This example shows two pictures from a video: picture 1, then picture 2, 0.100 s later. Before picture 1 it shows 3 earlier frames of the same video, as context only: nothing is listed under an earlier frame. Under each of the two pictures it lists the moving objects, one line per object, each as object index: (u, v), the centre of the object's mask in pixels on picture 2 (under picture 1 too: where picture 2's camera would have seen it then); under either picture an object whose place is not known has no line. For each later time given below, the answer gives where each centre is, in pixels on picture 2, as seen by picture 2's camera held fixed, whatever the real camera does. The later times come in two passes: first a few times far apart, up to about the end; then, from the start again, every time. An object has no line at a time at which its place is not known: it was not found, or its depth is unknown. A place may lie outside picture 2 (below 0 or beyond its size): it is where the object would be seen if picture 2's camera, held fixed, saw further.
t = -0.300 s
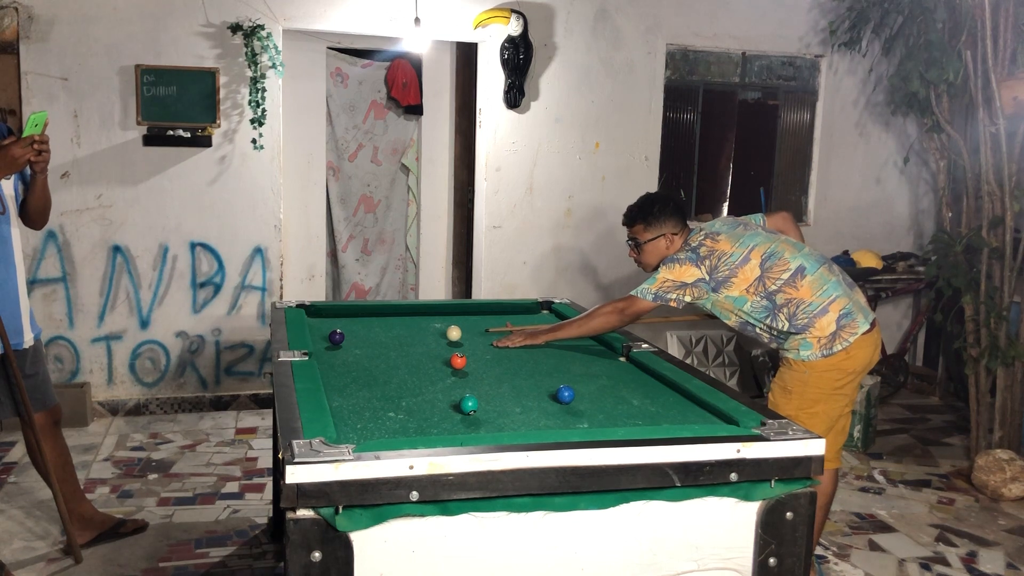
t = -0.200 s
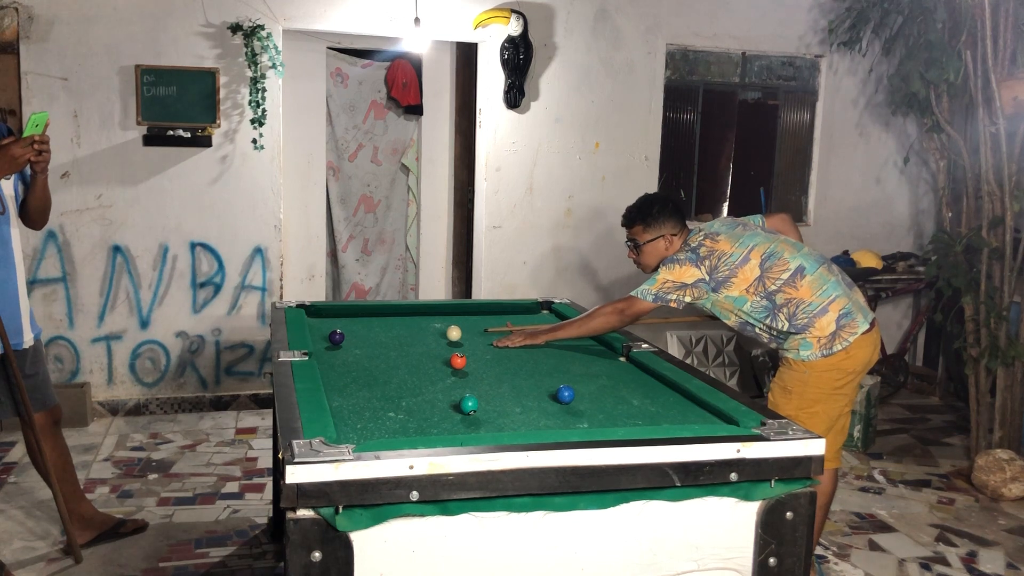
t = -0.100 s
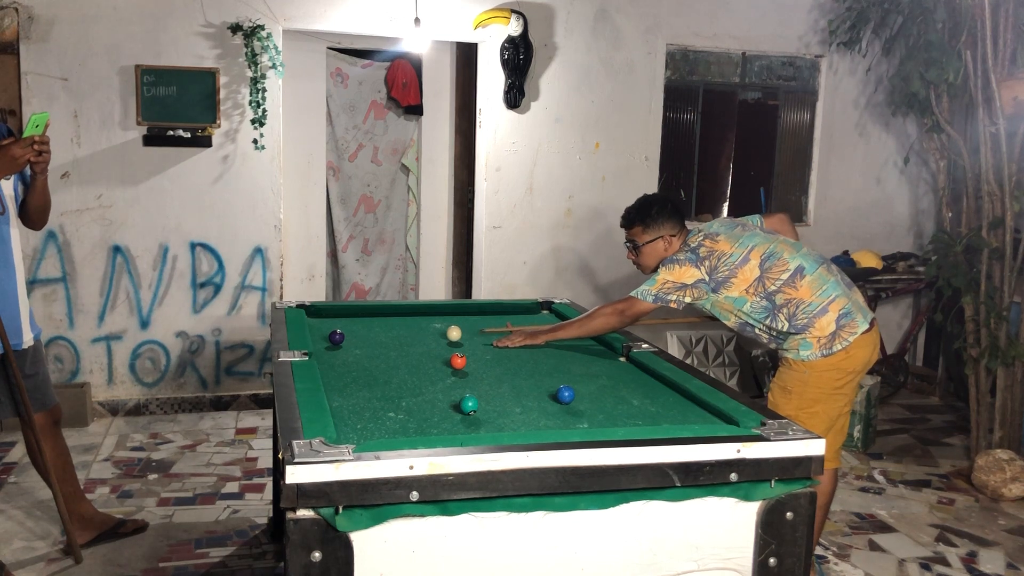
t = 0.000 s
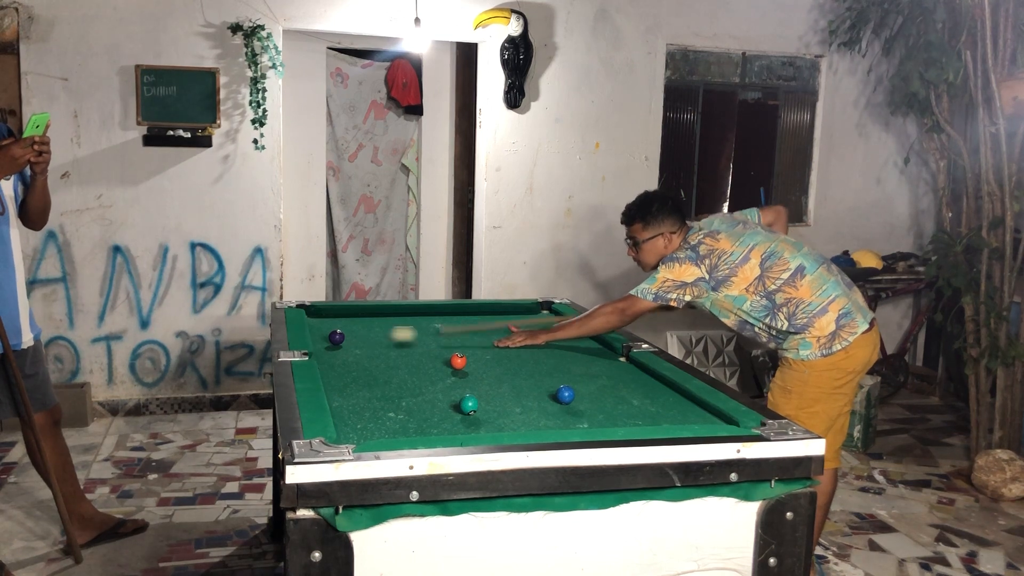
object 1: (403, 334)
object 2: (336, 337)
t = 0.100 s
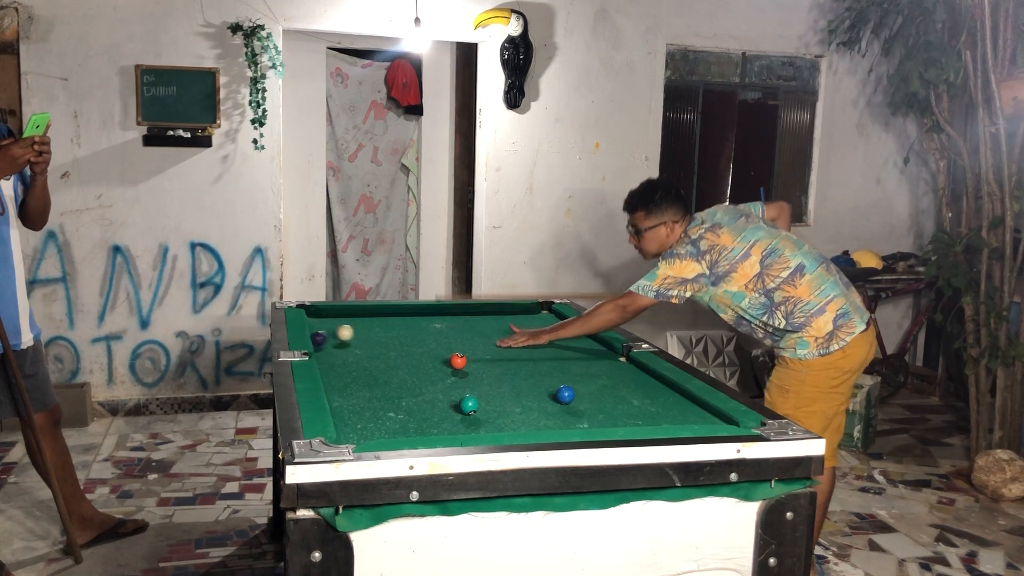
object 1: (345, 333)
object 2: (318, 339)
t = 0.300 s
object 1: (323, 327)
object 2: (383, 341)
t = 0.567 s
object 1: (349, 320)
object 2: (468, 343)
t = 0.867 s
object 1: (375, 313)
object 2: (559, 346)
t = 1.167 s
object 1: (397, 309)
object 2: (603, 352)
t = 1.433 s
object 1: (417, 311)
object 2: (592, 361)
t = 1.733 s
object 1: (439, 314)
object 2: (579, 371)
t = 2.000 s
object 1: (456, 317)
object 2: (565, 379)
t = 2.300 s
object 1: (473, 319)
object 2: (546, 391)
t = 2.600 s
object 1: (487, 322)
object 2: (528, 402)
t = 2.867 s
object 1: (498, 324)
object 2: (508, 411)
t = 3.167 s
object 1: (508, 326)
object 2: (485, 422)
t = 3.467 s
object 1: (515, 329)
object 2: (461, 428)
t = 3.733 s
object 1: (518, 330)
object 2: (439, 432)
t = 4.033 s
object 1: (521, 331)
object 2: (418, 431)
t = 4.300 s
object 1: (522, 332)
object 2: (402, 430)
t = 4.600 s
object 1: (522, 332)
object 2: (386, 429)
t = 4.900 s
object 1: (522, 332)
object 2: (374, 426)
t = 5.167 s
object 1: (522, 332)
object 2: (366, 424)
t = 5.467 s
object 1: (522, 332)
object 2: (360, 423)
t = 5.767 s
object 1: (522, 332)
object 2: (357, 422)
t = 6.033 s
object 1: (522, 332)
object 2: (356, 421)
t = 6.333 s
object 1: (522, 332)
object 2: (356, 422)
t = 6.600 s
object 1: (522, 332)
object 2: (356, 422)
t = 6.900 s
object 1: (522, 332)
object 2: (356, 422)
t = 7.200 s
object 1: (522, 332)
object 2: (356, 422)
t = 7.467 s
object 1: (522, 332)
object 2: (356, 422)
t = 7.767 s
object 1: (522, 332)
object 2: (356, 422)
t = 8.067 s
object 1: (522, 332)
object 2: (356, 422)
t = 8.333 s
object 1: (522, 332)
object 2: (356, 422)
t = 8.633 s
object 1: (522, 332)
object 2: (356, 422)
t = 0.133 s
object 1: (339, 332)
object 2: (326, 339)
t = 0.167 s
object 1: (330, 330)
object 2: (338, 340)
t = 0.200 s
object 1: (323, 330)
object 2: (349, 340)
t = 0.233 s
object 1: (317, 330)
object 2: (361, 341)
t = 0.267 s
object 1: (320, 329)
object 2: (371, 340)
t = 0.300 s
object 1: (323, 327)
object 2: (383, 341)
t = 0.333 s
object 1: (327, 326)
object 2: (394, 341)
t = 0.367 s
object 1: (330, 326)
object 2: (405, 341)
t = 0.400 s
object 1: (334, 325)
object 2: (415, 342)
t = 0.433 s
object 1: (337, 324)
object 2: (425, 342)
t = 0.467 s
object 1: (340, 323)
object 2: (437, 342)
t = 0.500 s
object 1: (343, 322)
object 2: (447, 342)
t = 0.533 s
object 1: (346, 321)
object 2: (457, 343)
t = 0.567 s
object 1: (349, 320)
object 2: (468, 343)
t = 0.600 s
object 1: (352, 319)
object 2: (479, 344)
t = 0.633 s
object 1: (355, 318)
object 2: (489, 344)
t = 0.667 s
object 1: (358, 318)
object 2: (499, 344)
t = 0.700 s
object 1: (361, 317)
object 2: (509, 345)
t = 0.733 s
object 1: (364, 316)
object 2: (519, 345)
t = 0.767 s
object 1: (366, 315)
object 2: (529, 345)
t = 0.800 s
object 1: (369, 315)
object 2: (539, 345)
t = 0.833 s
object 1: (372, 314)
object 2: (550, 346)
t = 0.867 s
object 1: (375, 313)
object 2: (559, 346)
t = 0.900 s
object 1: (377, 312)
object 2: (569, 346)
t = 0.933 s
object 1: (380, 312)
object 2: (579, 347)
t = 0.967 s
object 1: (382, 311)
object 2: (589, 347)
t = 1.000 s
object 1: (385, 310)
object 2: (598, 348)
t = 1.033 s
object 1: (387, 310)
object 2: (607, 348)
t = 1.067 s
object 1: (389, 309)
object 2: (606, 349)
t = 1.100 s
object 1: (391, 309)
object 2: (605, 350)
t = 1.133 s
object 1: (394, 308)
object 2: (604, 351)
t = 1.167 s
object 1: (397, 309)
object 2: (603, 352)
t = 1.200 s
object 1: (399, 309)
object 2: (601, 353)
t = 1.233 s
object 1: (402, 309)
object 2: (600, 354)
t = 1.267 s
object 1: (405, 309)
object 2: (599, 355)
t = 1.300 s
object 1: (407, 310)
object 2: (598, 356)
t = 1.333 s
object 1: (410, 310)
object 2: (596, 357)
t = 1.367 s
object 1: (412, 310)
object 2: (595, 358)
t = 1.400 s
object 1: (415, 311)
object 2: (593, 359)
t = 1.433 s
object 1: (417, 311)
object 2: (592, 361)
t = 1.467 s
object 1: (420, 311)
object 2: (591, 362)
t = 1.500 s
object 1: (423, 312)
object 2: (589, 363)
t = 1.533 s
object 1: (425, 312)
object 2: (588, 364)
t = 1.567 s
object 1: (427, 313)
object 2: (587, 365)
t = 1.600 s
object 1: (430, 313)
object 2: (585, 367)
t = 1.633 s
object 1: (432, 313)
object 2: (584, 368)
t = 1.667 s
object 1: (434, 313)
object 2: (582, 369)
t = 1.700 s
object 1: (436, 314)
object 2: (580, 370)
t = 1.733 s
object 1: (439, 314)
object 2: (579, 371)
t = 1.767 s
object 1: (441, 314)
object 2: (577, 372)
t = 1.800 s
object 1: (443, 315)
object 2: (576, 373)
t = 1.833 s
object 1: (445, 315)
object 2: (574, 374)
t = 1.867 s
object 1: (448, 315)
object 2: (572, 376)
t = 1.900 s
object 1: (450, 316)
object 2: (570, 377)
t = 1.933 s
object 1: (452, 316)
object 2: (569, 377)
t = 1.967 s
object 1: (454, 316)
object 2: (567, 378)
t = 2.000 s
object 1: (456, 317)
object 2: (565, 379)
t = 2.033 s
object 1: (458, 317)
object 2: (563, 380)
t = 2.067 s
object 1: (460, 317)
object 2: (561, 381)
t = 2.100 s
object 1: (462, 318)
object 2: (558, 382)
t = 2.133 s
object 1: (464, 318)
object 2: (556, 384)
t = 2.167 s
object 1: (466, 318)
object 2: (554, 385)
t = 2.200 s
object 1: (467, 319)
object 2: (552, 386)
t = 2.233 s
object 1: (469, 319)
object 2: (550, 388)
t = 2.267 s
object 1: (471, 319)
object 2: (548, 390)
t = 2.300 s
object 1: (473, 319)
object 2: (546, 391)
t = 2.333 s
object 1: (475, 320)
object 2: (545, 392)
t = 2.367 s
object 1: (476, 320)
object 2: (543, 393)
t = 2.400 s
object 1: (478, 320)
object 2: (541, 394)
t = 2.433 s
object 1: (480, 321)
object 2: (538, 396)
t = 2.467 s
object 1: (481, 321)
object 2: (536, 397)
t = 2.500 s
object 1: (483, 321)
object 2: (534, 398)
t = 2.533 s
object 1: (484, 322)
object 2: (532, 399)
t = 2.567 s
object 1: (486, 322)
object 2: (529, 401)
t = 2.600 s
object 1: (487, 322)
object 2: (528, 402)
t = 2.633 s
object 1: (489, 323)
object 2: (525, 403)
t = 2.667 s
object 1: (490, 323)
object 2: (523, 404)
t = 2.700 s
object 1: (491, 323)
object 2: (520, 405)
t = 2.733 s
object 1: (493, 323)
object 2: (518, 406)
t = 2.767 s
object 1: (494, 323)
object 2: (516, 408)
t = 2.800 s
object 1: (496, 324)
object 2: (513, 409)
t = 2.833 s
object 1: (497, 324)
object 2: (510, 410)
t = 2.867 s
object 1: (498, 324)
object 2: (508, 411)
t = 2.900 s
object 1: (499, 325)
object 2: (506, 412)
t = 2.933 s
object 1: (500, 325)
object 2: (503, 413)
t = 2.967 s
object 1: (502, 325)
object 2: (501, 414)
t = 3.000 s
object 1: (503, 325)
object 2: (498, 416)
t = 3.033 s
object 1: (504, 326)
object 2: (496, 417)
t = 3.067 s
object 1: (505, 326)
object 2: (493, 418)
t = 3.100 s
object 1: (506, 326)
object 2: (490, 419)
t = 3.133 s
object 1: (507, 326)
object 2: (488, 421)
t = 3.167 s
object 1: (508, 326)
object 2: (485, 422)
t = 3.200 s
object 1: (509, 327)
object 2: (483, 423)
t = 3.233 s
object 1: (509, 327)
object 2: (480, 424)
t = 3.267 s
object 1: (510, 327)
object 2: (478, 424)
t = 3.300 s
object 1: (511, 327)
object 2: (475, 425)
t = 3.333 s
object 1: (512, 328)
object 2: (472, 426)
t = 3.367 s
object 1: (513, 328)
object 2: (469, 427)
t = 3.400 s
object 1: (513, 328)
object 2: (467, 427)
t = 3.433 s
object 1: (514, 328)
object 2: (464, 428)
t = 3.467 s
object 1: (515, 329)
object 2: (461, 428)
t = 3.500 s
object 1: (515, 329)
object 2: (458, 429)
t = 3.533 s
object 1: (516, 329)
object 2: (456, 429)
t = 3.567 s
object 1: (516, 329)
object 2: (453, 430)
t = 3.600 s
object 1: (517, 329)
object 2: (450, 431)
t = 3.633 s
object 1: (517, 330)
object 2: (447, 431)
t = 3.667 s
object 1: (518, 330)
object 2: (444, 432)
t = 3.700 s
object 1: (518, 330)
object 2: (441, 432)
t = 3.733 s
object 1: (518, 330)
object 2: (439, 432)
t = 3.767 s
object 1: (519, 330)
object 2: (437, 432)
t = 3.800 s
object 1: (519, 330)
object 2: (434, 432)
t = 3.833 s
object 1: (520, 330)
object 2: (432, 432)
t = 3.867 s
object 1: (520, 331)
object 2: (429, 432)
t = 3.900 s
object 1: (520, 331)
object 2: (427, 432)
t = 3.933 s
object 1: (521, 331)
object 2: (424, 431)
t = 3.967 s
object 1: (521, 331)
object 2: (422, 431)
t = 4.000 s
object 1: (521, 331)
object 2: (420, 431)
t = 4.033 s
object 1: (521, 331)
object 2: (418, 431)
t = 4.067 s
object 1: (522, 331)
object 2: (416, 431)
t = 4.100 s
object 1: (522, 331)
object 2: (414, 431)
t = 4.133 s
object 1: (522, 332)
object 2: (412, 430)
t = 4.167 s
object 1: (522, 332)
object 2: (410, 430)
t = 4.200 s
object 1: (522, 332)
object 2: (408, 430)
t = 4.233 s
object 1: (522, 332)
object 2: (406, 430)
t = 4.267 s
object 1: (522, 332)
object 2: (404, 430)
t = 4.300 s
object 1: (522, 332)
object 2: (402, 430)
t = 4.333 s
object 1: (522, 332)
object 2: (400, 430)
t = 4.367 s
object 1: (522, 332)
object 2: (399, 429)
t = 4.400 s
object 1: (522, 332)
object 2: (397, 429)
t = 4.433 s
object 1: (522, 332)
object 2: (395, 429)
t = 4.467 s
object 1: (522, 332)
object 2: (394, 429)
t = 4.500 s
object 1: (522, 332)
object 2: (391, 429)
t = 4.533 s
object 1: (522, 332)
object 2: (390, 429)
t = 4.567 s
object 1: (522, 332)
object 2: (388, 429)
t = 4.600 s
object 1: (522, 332)
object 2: (386, 429)
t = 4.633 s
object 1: (522, 332)
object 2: (385, 428)
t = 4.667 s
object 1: (522, 332)
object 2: (384, 428)
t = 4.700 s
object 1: (522, 332)
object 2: (382, 428)
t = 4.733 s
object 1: (522, 332)
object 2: (381, 428)
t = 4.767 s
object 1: (522, 332)
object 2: (379, 427)
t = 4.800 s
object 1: (522, 332)
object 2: (378, 427)
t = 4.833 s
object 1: (522, 332)
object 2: (377, 427)
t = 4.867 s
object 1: (522, 332)
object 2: (375, 427)
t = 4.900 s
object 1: (522, 332)
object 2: (374, 426)
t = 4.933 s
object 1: (522, 332)
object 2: (373, 426)
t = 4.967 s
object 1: (522, 332)
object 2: (372, 426)
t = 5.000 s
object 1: (522, 332)
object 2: (371, 425)
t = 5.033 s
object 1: (522, 332)
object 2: (369, 425)
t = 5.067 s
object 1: (522, 332)
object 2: (368, 425)
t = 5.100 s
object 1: (522, 332)
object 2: (367, 425)
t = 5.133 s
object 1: (522, 332)
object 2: (367, 424)
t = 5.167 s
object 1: (522, 332)
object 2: (366, 424)
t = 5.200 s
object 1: (522, 332)
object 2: (365, 424)
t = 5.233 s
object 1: (522, 332)
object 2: (364, 424)
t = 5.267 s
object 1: (522, 332)
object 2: (363, 424)
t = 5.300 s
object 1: (522, 332)
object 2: (363, 424)
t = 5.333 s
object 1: (522, 332)
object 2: (362, 424)
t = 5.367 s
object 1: (522, 332)
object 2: (361, 423)
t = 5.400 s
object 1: (522, 332)
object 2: (361, 423)
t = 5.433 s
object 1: (522, 332)
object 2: (360, 423)
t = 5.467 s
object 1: (522, 332)
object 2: (360, 423)
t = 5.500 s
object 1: (522, 332)
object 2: (359, 423)
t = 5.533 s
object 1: (522, 332)
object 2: (359, 422)
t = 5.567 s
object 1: (522, 332)
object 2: (358, 423)
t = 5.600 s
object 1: (522, 332)
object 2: (358, 422)
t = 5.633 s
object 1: (522, 332)
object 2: (358, 422)
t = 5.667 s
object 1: (522, 332)
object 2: (357, 422)
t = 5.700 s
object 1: (522, 332)
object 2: (357, 422)
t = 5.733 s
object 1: (522, 332)
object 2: (357, 422)
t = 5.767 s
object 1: (522, 332)
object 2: (357, 422)
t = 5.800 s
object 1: (522, 332)
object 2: (356, 422)
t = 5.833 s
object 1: (522, 332)
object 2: (356, 422)
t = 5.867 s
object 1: (522, 332)
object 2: (356, 422)
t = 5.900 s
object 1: (522, 332)
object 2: (356, 421)
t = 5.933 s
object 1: (522, 332)
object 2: (356, 421)
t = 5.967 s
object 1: (522, 332)
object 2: (356, 421)
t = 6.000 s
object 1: (522, 332)
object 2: (356, 421)
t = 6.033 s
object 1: (522, 332)
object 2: (356, 421)
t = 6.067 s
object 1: (522, 332)
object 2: (356, 421)
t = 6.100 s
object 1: (522, 332)
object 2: (356, 421)
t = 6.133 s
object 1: (522, 332)
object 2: (356, 421)
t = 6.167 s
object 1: (522, 332)
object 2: (356, 422)
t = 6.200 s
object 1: (522, 332)
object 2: (356, 421)
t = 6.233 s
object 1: (522, 332)
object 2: (356, 422)
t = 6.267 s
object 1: (522, 332)
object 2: (356, 422)
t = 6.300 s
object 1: (522, 332)
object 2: (356, 422)
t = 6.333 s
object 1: (522, 332)
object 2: (356, 422)
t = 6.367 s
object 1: (522, 332)
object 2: (356, 422)
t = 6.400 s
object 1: (522, 332)
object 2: (356, 421)
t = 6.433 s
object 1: (522, 332)
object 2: (356, 421)
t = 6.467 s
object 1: (522, 332)
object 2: (356, 422)
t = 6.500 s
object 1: (522, 332)
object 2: (356, 422)
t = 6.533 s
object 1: (522, 332)
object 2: (356, 422)
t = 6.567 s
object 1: (522, 332)
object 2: (356, 422)
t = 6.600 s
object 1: (522, 332)
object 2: (356, 422)
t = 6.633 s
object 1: (522, 332)
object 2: (356, 422)
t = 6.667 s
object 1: (522, 332)
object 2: (356, 422)
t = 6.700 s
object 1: (522, 332)
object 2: (355, 422)
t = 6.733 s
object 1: (522, 332)
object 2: (355, 422)
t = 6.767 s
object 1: (522, 332)
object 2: (355, 422)
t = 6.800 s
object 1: (522, 332)
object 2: (355, 422)
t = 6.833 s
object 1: (522, 332)
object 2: (355, 422)
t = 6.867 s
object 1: (522, 332)
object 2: (355, 422)
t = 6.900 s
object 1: (522, 332)
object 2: (356, 422)
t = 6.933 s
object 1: (522, 332)
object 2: (356, 422)
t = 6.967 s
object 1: (522, 332)
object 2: (356, 422)
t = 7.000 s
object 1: (522, 332)
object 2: (356, 422)
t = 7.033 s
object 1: (522, 332)
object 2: (356, 422)
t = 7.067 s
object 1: (522, 332)
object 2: (356, 422)
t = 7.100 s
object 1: (522, 332)
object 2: (356, 422)
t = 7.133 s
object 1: (522, 332)
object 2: (356, 422)
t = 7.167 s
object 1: (522, 332)
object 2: (356, 422)
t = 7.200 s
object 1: (522, 332)
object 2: (356, 422)
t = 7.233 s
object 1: (522, 332)
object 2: (356, 422)
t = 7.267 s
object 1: (522, 332)
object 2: (356, 422)
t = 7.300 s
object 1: (522, 332)
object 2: (356, 422)
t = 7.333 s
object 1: (522, 332)
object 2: (356, 422)
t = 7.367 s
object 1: (522, 332)
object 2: (356, 422)
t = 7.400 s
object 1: (522, 332)
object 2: (356, 422)
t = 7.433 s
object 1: (522, 332)
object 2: (356, 422)
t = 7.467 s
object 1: (522, 332)
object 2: (356, 422)
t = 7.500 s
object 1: (522, 332)
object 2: (356, 422)
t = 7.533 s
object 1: (522, 332)
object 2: (356, 422)
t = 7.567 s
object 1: (522, 332)
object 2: (356, 422)
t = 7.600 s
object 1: (522, 332)
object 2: (356, 422)
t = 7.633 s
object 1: (522, 332)
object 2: (356, 422)
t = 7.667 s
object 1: (522, 332)
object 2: (356, 422)
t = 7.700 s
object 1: (522, 332)
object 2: (356, 422)
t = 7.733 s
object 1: (522, 332)
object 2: (356, 422)
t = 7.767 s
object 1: (522, 332)
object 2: (356, 422)
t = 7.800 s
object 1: (522, 332)
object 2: (356, 422)
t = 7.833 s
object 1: (522, 332)
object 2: (356, 422)
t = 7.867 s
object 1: (522, 332)
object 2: (356, 422)
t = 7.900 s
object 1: (522, 332)
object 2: (356, 422)
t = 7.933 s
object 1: (522, 332)
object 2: (356, 422)
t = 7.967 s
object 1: (522, 332)
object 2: (356, 422)
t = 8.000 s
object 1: (522, 332)
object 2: (356, 422)
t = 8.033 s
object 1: (522, 332)
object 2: (356, 422)
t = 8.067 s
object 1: (522, 332)
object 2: (356, 422)
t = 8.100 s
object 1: (522, 332)
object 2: (356, 422)
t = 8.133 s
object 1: (522, 332)
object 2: (356, 422)
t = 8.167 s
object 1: (522, 332)
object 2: (356, 422)
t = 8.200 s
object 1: (522, 332)
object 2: (356, 422)
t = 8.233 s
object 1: (522, 332)
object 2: (356, 422)
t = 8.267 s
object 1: (522, 332)
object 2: (356, 422)
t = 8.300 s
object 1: (522, 332)
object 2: (356, 422)
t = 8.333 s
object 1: (522, 332)
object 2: (356, 422)
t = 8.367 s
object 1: (522, 332)
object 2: (356, 422)
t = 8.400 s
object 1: (522, 332)
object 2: (356, 422)
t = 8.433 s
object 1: (522, 332)
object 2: (356, 422)
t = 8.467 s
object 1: (522, 332)
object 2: (356, 422)
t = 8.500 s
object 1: (522, 332)
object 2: (356, 422)
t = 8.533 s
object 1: (522, 332)
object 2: (356, 422)
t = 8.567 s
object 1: (522, 332)
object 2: (356, 422)
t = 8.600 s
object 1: (522, 332)
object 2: (356, 422)
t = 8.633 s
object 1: (522, 332)
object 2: (356, 422)
